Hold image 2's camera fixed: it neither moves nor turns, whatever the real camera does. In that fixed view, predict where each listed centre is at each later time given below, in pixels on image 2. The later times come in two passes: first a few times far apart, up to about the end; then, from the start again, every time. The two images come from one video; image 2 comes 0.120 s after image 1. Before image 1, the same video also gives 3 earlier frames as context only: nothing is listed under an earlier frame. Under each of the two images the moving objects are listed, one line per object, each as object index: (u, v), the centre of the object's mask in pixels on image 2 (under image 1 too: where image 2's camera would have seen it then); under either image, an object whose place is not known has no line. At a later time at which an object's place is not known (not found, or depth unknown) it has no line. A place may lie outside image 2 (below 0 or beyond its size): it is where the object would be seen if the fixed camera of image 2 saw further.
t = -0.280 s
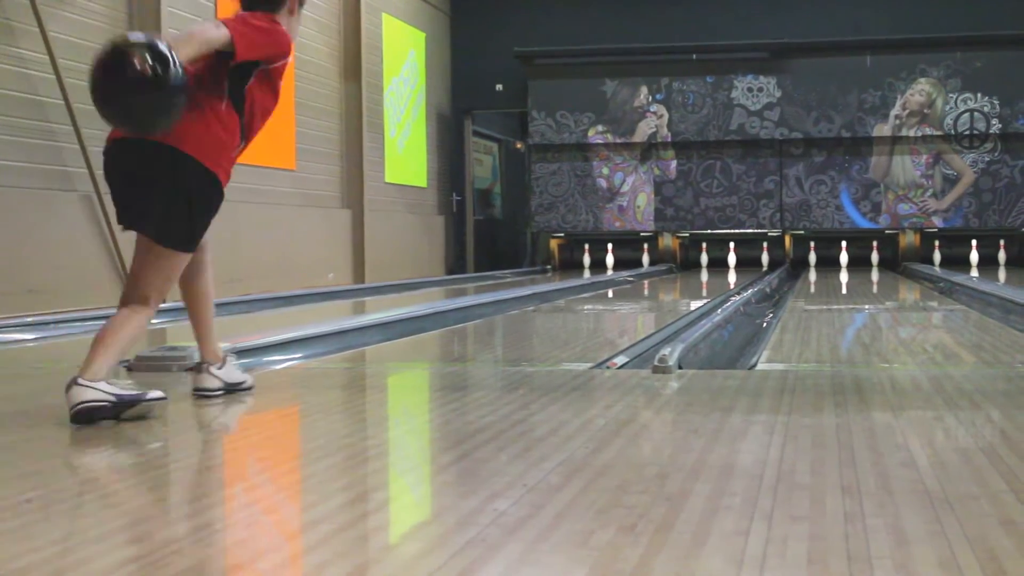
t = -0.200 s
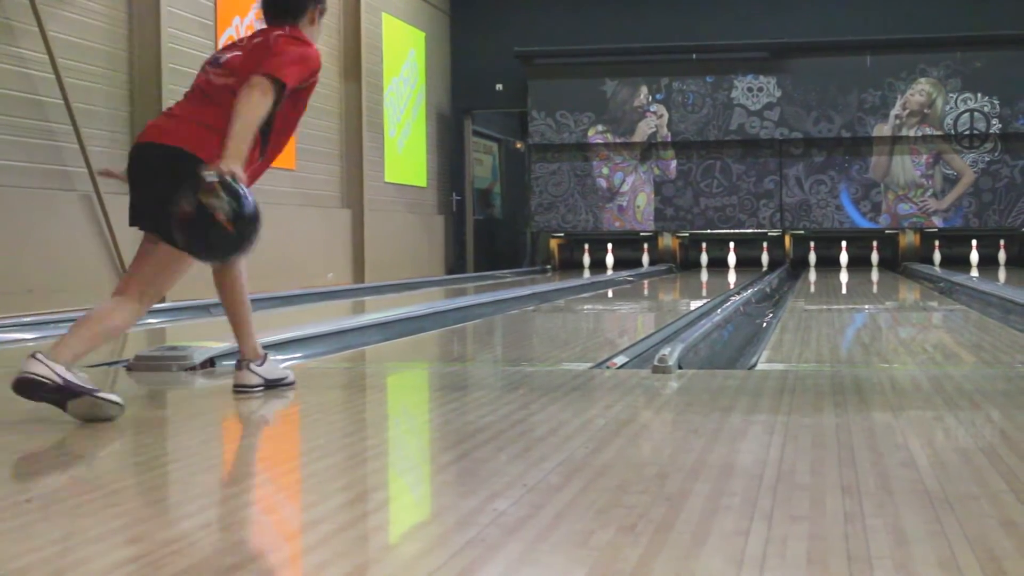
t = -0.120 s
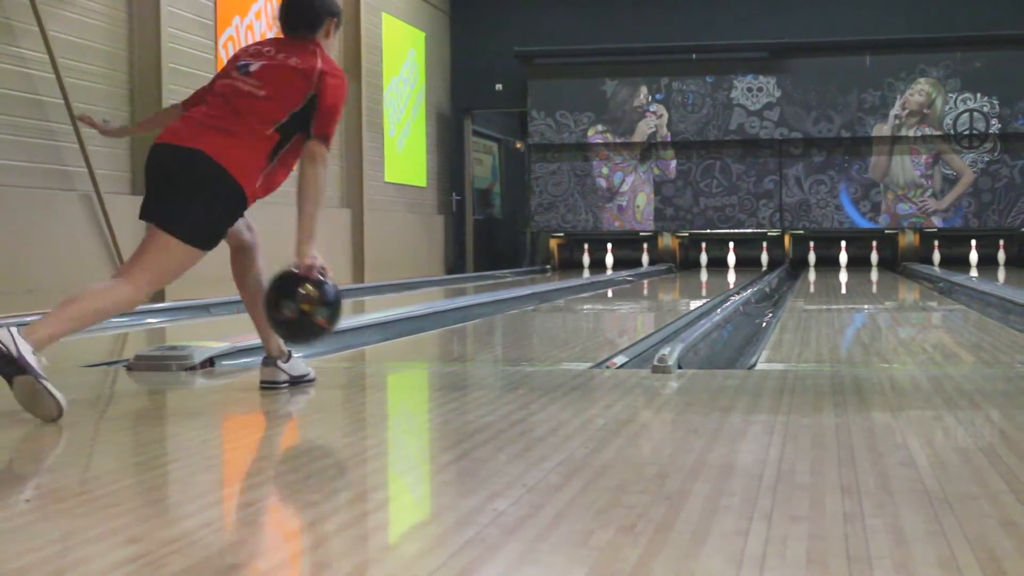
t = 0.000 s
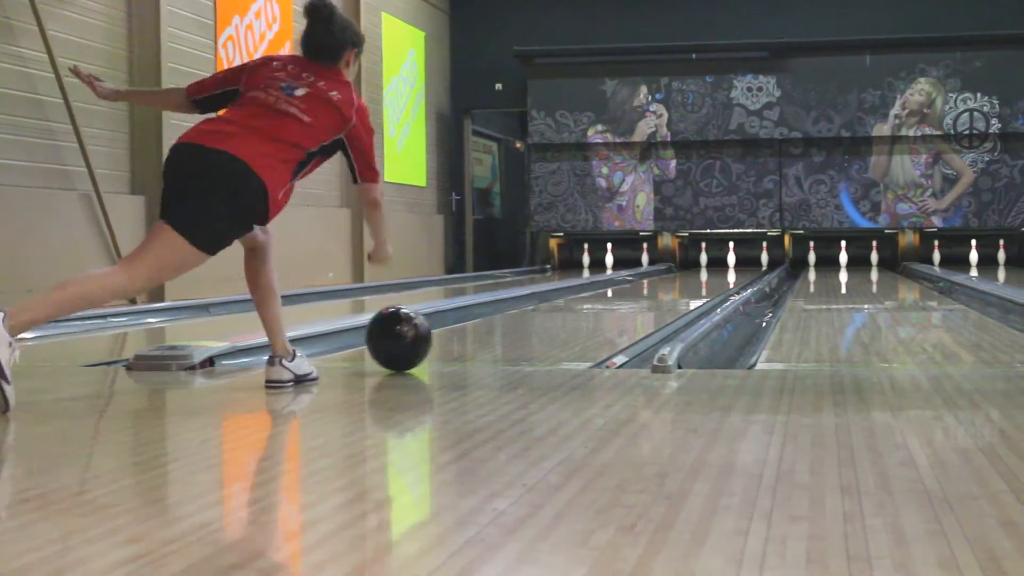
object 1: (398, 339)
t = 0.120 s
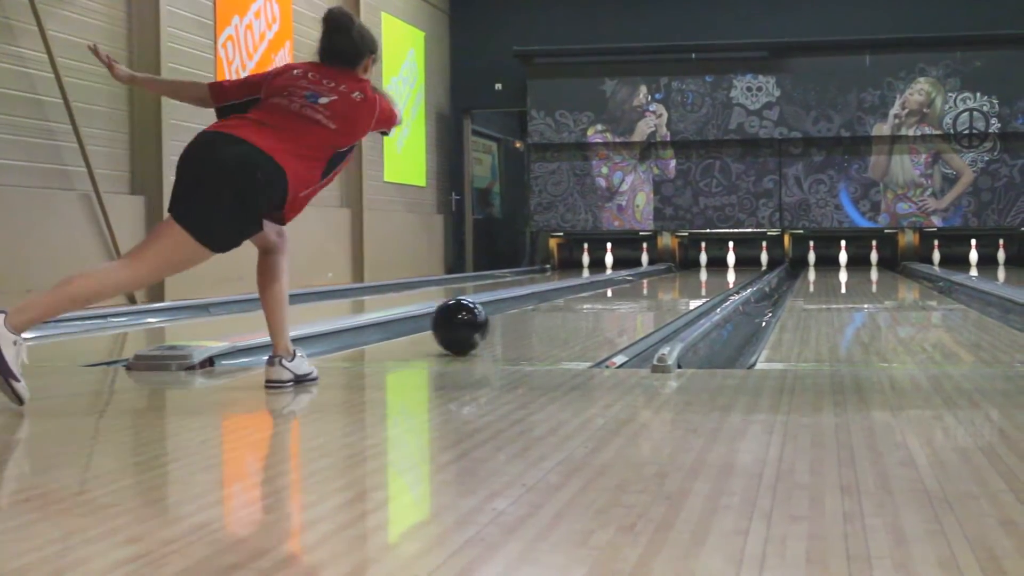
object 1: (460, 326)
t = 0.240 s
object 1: (507, 315)
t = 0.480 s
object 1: (574, 301)
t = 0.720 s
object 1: (619, 290)
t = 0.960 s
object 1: (652, 283)
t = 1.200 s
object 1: (676, 278)
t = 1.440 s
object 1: (694, 275)
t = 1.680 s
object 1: (709, 271)
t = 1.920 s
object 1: (719, 268)
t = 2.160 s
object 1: (728, 266)
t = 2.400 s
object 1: (732, 264)
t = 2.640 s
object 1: (735, 263)
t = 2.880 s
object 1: (737, 262)
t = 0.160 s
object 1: (477, 322)
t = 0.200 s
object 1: (492, 318)
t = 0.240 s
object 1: (507, 315)
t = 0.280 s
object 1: (520, 312)
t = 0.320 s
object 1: (532, 310)
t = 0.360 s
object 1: (544, 307)
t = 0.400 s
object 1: (555, 305)
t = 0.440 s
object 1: (565, 303)
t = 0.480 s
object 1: (574, 301)
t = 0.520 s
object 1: (583, 299)
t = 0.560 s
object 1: (591, 297)
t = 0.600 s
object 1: (599, 295)
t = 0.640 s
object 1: (606, 293)
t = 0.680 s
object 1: (613, 292)
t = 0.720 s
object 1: (619, 290)
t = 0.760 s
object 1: (625, 289)
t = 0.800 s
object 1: (632, 288)
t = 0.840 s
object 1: (637, 287)
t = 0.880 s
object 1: (643, 285)
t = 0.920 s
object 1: (648, 284)
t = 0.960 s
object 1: (652, 283)
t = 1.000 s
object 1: (656, 282)
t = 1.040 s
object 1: (661, 281)
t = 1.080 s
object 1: (665, 280)
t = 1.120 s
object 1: (669, 279)
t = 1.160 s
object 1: (672, 279)
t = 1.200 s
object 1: (676, 278)
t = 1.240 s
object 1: (679, 278)
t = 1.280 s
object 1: (683, 277)
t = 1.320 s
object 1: (686, 276)
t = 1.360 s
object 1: (689, 276)
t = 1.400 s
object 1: (691, 275)
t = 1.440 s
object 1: (694, 275)
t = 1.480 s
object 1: (697, 274)
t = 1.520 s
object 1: (699, 273)
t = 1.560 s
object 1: (703, 273)
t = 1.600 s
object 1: (705, 272)
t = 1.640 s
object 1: (707, 272)
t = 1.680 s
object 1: (709, 271)
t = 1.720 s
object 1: (711, 271)
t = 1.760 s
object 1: (713, 270)
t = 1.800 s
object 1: (715, 270)
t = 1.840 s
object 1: (716, 269)
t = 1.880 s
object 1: (717, 269)
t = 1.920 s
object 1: (719, 268)
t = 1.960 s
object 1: (721, 268)
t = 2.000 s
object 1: (722, 268)
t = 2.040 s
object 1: (724, 267)
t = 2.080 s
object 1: (726, 267)
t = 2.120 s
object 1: (727, 267)
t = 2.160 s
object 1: (728, 266)
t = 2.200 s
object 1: (729, 266)
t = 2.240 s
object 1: (730, 265)
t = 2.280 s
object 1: (731, 265)
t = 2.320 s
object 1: (731, 265)
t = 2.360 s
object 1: (732, 265)
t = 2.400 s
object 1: (732, 264)
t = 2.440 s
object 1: (733, 264)
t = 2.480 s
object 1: (733, 264)
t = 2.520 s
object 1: (734, 264)
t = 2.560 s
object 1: (734, 263)
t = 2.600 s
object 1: (735, 264)
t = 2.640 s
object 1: (735, 263)
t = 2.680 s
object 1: (736, 263)
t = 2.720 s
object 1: (735, 263)
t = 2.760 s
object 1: (735, 263)
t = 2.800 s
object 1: (736, 262)
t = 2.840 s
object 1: (735, 262)
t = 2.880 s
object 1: (737, 262)
